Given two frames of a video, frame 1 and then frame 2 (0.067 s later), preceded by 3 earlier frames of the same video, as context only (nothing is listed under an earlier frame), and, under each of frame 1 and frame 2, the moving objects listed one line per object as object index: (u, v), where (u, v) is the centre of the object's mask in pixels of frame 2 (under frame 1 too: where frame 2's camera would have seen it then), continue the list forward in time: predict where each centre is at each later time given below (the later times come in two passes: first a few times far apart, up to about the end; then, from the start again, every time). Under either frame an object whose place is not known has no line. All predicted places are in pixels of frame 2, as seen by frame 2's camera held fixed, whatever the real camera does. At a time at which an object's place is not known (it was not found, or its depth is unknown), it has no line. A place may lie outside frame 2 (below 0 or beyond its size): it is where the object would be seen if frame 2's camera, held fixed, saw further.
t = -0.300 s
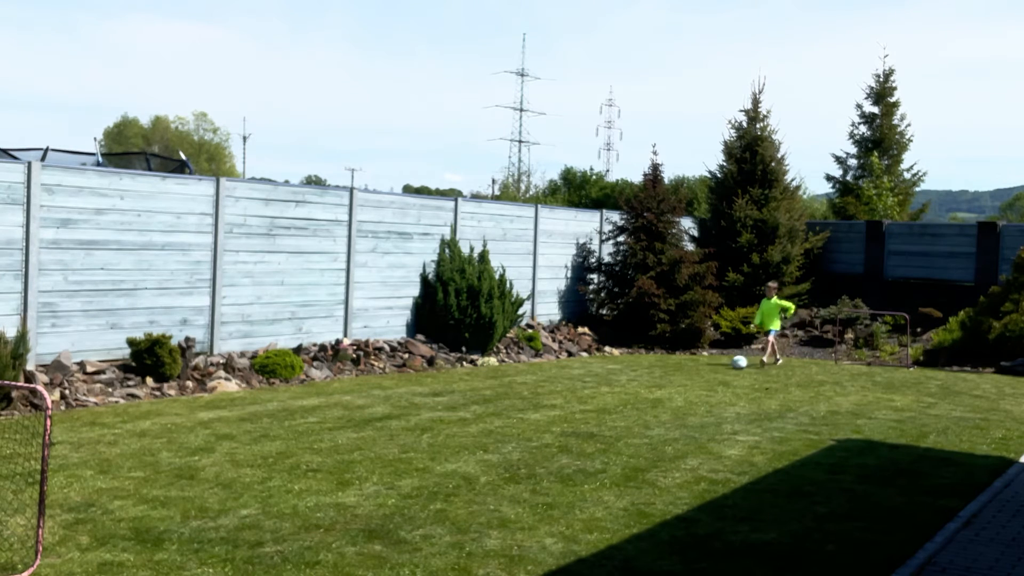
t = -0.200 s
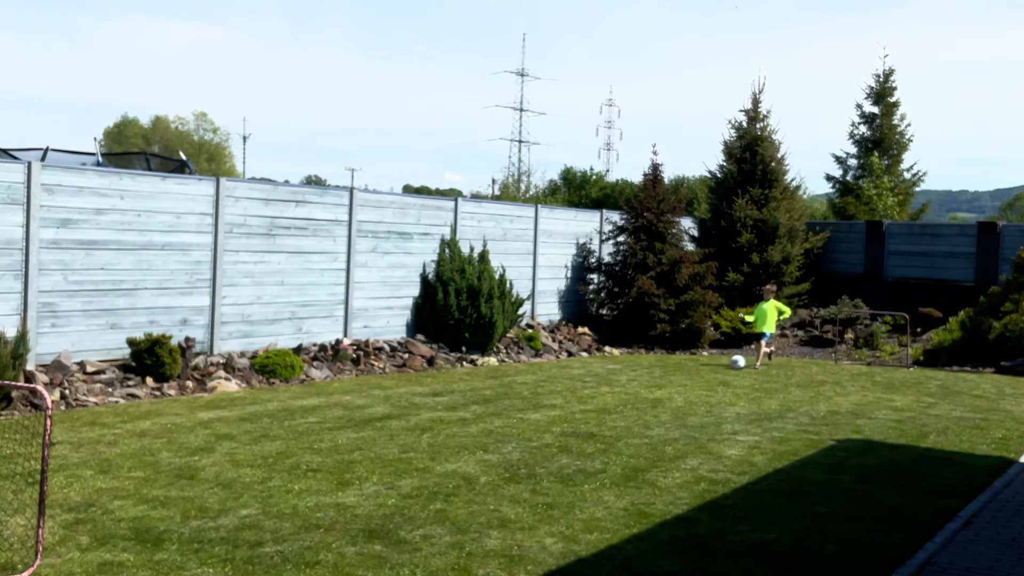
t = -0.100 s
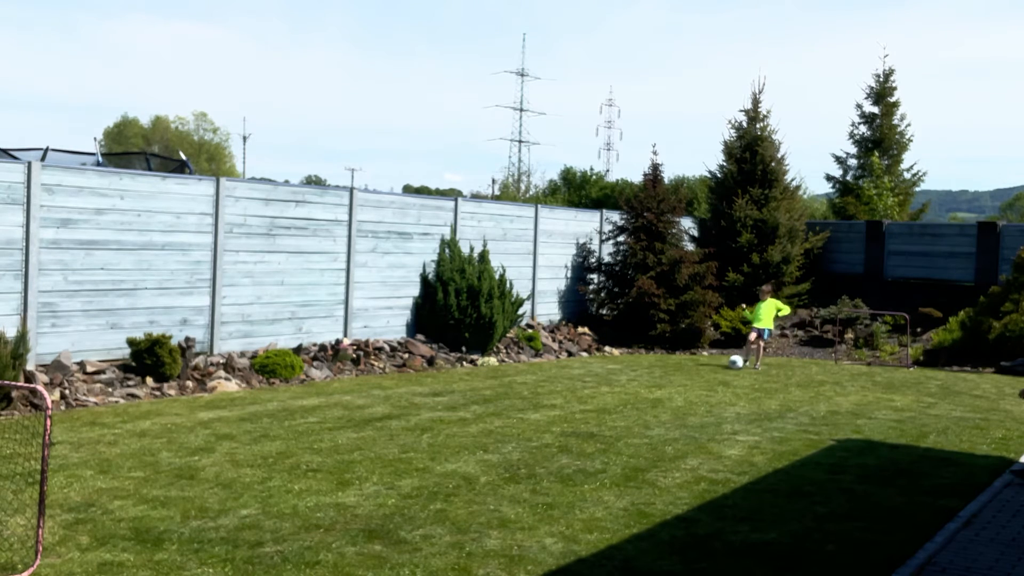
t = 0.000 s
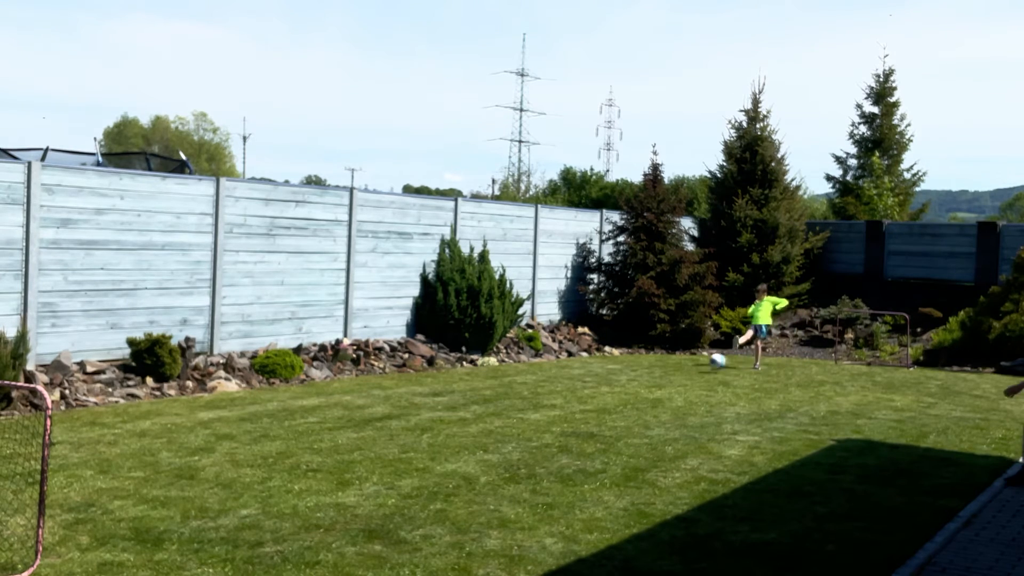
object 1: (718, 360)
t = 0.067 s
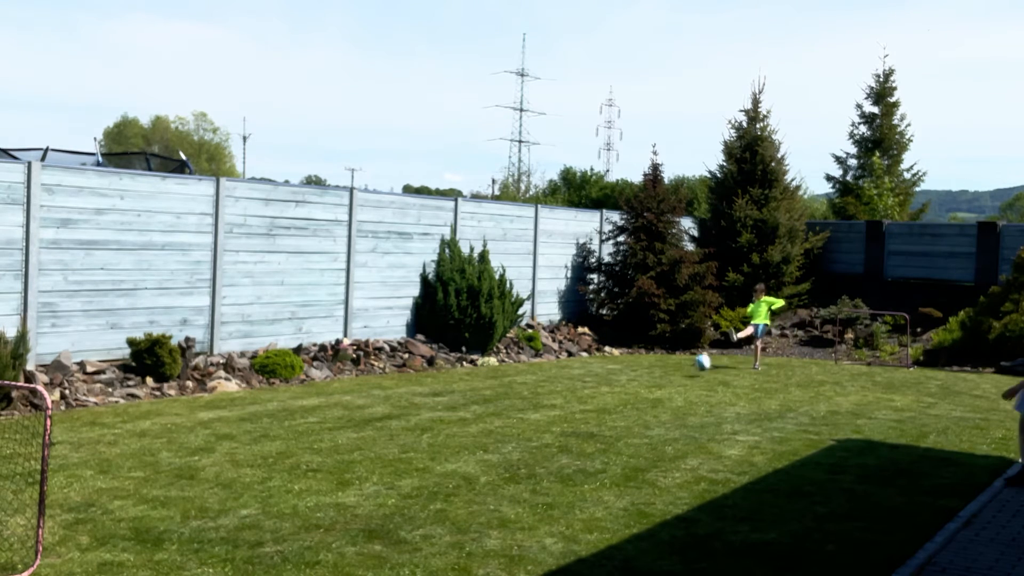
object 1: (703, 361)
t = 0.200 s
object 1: (671, 375)
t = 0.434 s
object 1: (627, 380)
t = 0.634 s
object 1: (593, 398)
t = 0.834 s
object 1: (564, 408)
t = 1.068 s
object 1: (532, 421)
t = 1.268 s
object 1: (502, 434)
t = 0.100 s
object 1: (695, 364)
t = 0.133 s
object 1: (687, 367)
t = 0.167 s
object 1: (679, 371)
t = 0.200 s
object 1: (671, 375)
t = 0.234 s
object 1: (663, 379)
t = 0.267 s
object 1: (656, 379)
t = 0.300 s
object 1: (651, 378)
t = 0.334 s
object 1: (645, 376)
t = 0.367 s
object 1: (639, 377)
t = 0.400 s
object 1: (633, 378)
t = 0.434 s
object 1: (627, 380)
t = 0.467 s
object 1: (621, 383)
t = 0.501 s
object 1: (614, 388)
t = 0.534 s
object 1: (608, 394)
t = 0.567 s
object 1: (603, 397)
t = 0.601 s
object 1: (598, 397)
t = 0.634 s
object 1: (593, 398)
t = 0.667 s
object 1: (588, 399)
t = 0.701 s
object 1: (583, 400)
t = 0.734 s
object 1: (578, 404)
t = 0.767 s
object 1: (574, 406)
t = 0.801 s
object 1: (569, 407)
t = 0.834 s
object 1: (564, 408)
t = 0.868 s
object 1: (560, 410)
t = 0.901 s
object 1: (555, 412)
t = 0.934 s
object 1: (551, 413)
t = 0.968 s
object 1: (546, 416)
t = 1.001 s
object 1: (541, 418)
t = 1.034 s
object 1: (537, 420)
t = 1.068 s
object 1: (532, 421)
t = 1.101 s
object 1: (528, 424)
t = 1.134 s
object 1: (523, 427)
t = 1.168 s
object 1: (518, 428)
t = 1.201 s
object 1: (513, 429)
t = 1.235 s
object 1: (507, 431)
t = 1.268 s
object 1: (502, 434)
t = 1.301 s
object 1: (497, 438)
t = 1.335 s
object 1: (491, 441)
